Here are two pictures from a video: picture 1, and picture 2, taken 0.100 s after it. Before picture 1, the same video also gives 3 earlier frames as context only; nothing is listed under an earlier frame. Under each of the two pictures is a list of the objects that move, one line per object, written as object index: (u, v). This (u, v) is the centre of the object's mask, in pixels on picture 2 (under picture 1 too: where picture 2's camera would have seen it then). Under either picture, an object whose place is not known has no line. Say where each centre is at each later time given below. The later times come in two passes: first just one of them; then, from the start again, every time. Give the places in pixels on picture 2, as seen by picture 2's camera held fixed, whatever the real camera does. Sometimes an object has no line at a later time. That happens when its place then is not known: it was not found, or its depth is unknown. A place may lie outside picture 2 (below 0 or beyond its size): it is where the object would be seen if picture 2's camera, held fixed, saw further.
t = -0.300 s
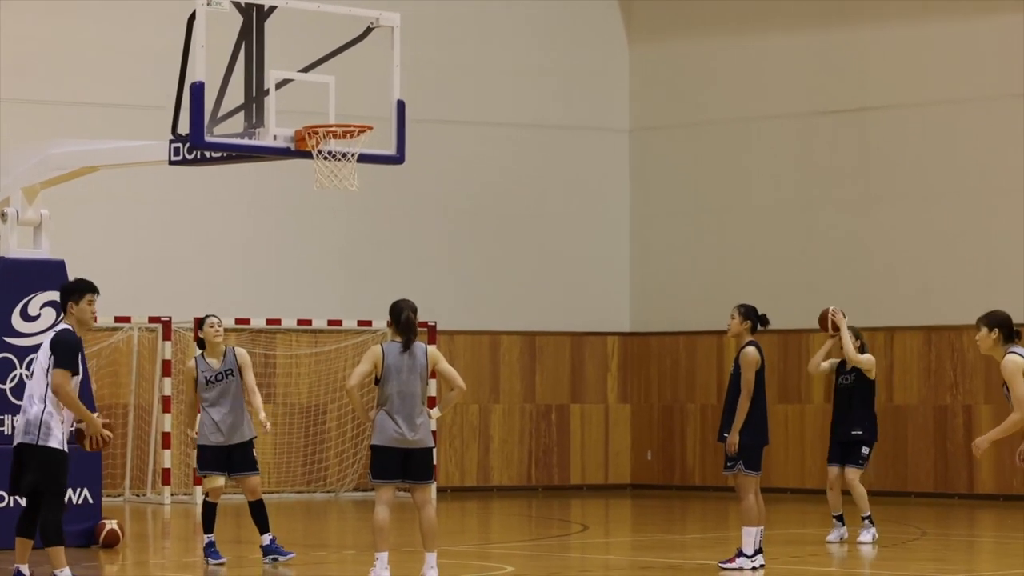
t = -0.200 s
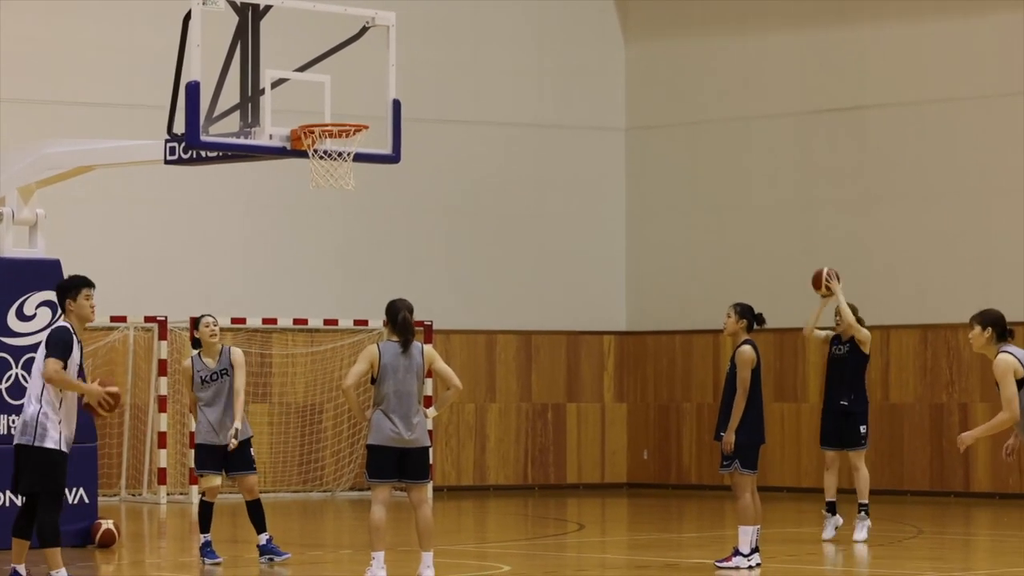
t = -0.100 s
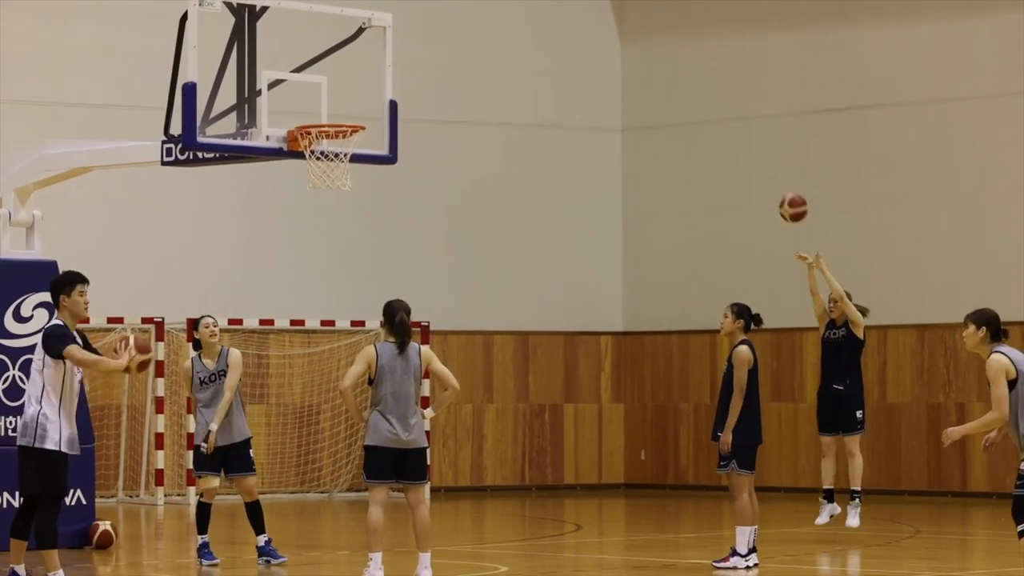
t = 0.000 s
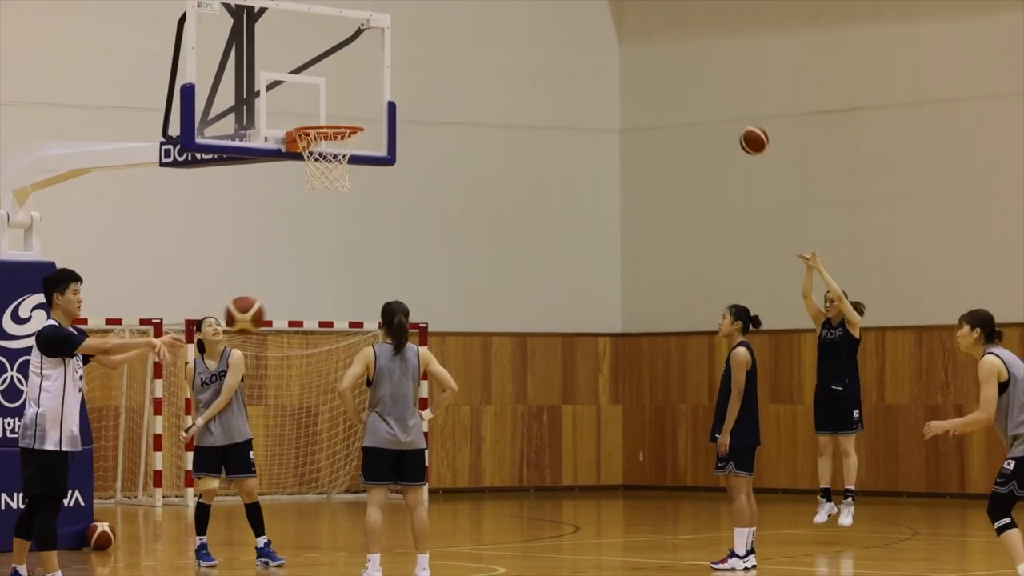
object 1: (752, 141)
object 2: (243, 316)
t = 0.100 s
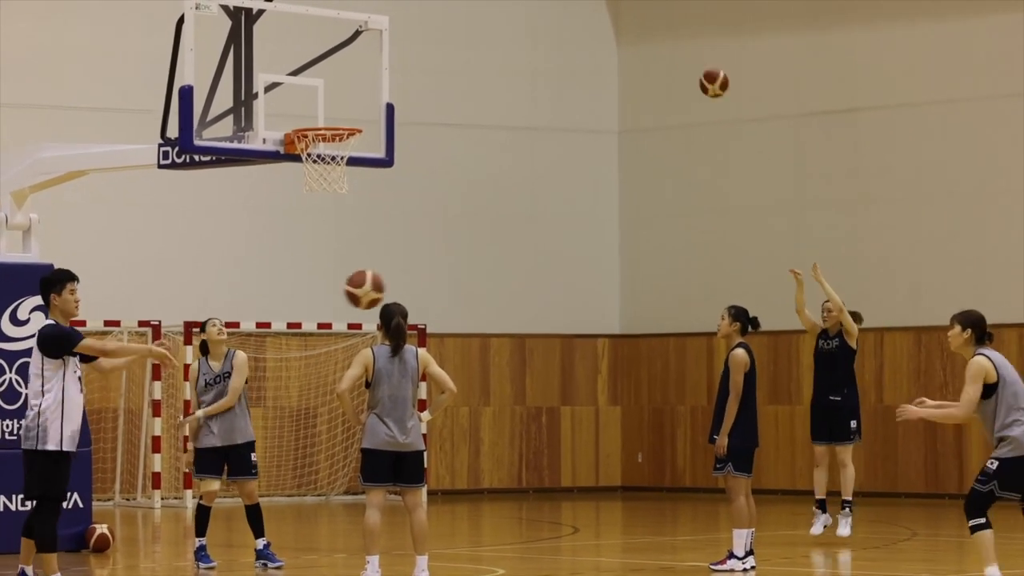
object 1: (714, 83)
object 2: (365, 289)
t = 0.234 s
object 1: (661, 23)
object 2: (526, 277)
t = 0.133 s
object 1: (701, 66)
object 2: (405, 283)
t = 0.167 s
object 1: (688, 51)
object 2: (445, 279)
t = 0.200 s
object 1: (675, 36)
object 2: (486, 277)
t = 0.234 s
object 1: (661, 23)
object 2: (526, 277)
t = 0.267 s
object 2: (567, 278)
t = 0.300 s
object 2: (608, 281)
